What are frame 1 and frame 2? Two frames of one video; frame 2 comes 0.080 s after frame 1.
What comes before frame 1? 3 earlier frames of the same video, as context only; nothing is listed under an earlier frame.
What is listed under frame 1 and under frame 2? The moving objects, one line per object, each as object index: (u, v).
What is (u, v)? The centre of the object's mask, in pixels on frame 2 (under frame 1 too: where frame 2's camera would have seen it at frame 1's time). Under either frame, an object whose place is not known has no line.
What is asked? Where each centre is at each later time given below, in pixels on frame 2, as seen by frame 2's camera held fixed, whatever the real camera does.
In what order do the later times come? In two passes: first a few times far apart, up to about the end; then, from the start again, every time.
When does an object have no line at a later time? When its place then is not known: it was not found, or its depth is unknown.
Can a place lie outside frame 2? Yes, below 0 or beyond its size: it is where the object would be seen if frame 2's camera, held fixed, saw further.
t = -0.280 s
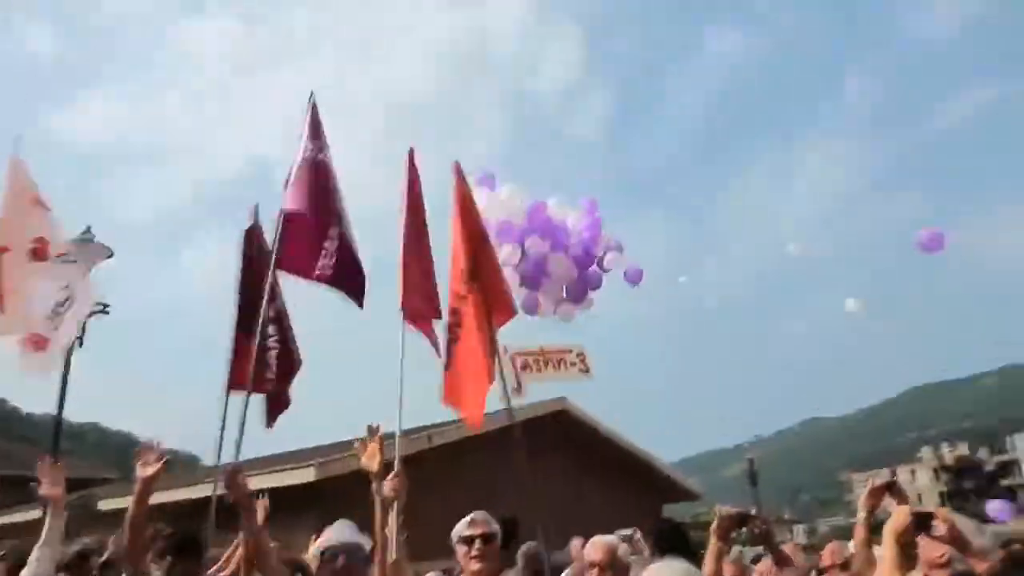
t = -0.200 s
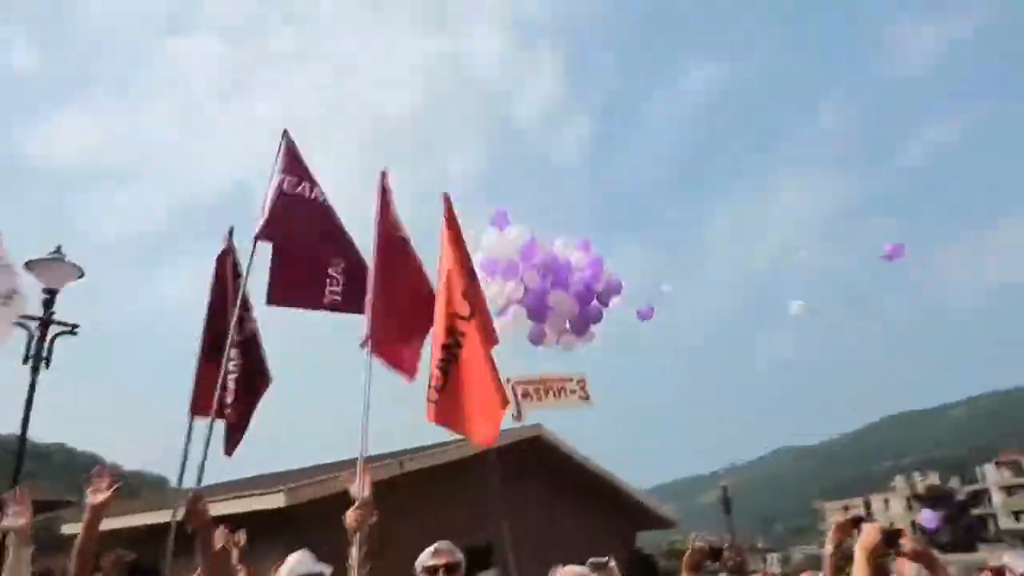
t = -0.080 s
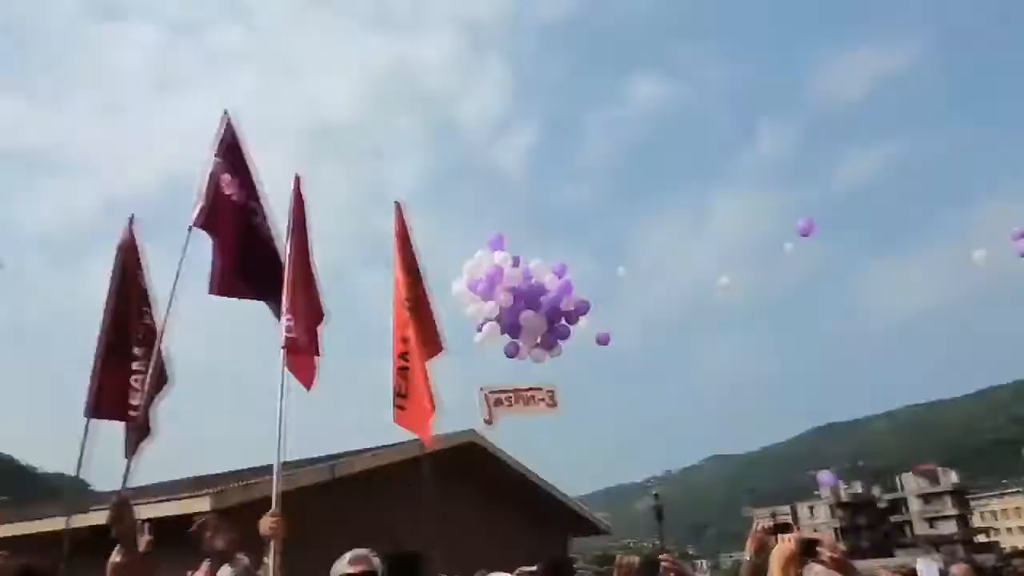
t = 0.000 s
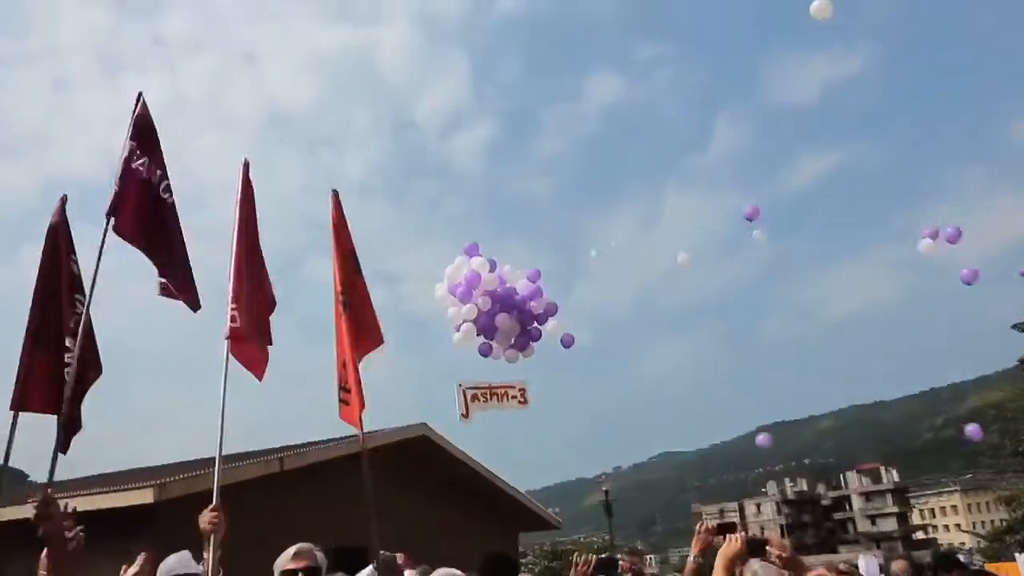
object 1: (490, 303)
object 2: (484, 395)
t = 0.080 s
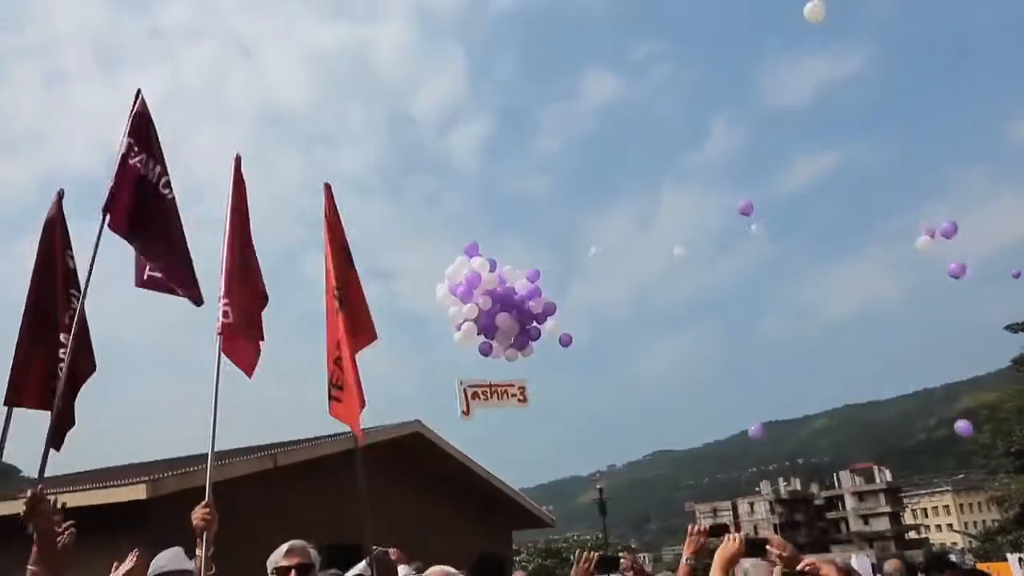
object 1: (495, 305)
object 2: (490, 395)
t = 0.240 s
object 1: (505, 308)
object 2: (502, 395)
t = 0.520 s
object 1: (523, 314)
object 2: (522, 396)
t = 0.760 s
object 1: (558, 326)
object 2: (563, 398)
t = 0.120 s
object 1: (498, 306)
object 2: (493, 395)
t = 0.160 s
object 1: (500, 307)
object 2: (495, 395)
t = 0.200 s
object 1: (503, 308)
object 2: (499, 395)
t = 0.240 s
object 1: (505, 308)
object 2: (502, 395)
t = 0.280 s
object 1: (508, 309)
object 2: (505, 396)
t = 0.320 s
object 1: (510, 310)
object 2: (508, 396)
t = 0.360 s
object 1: (513, 311)
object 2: (511, 396)
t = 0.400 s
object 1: (515, 312)
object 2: (514, 396)
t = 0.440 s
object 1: (517, 313)
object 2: (517, 396)
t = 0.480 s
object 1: (520, 314)
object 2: (520, 396)
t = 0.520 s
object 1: (523, 314)
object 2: (522, 396)
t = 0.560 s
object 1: (524, 315)
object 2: (525, 396)
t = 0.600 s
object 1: (529, 316)
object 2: (528, 396)
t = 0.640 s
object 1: (529, 316)
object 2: (530, 396)
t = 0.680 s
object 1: (539, 319)
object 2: (543, 397)
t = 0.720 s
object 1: (548, 323)
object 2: (553, 397)
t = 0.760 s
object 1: (558, 326)
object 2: (563, 398)
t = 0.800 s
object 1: (568, 328)
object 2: (571, 398)
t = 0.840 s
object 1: (576, 331)
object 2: (579, 398)
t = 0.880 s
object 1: (583, 333)
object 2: (586, 398)
